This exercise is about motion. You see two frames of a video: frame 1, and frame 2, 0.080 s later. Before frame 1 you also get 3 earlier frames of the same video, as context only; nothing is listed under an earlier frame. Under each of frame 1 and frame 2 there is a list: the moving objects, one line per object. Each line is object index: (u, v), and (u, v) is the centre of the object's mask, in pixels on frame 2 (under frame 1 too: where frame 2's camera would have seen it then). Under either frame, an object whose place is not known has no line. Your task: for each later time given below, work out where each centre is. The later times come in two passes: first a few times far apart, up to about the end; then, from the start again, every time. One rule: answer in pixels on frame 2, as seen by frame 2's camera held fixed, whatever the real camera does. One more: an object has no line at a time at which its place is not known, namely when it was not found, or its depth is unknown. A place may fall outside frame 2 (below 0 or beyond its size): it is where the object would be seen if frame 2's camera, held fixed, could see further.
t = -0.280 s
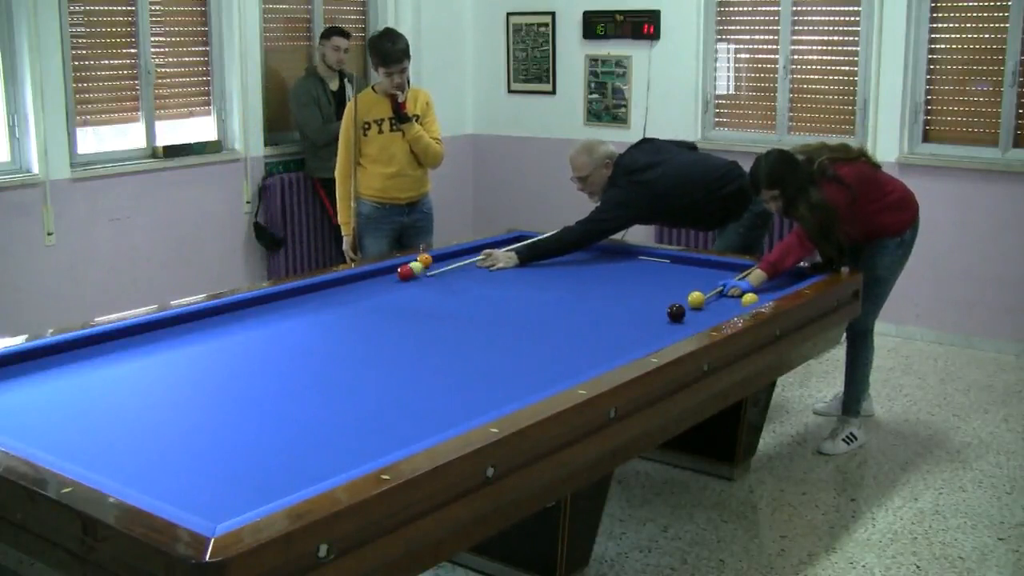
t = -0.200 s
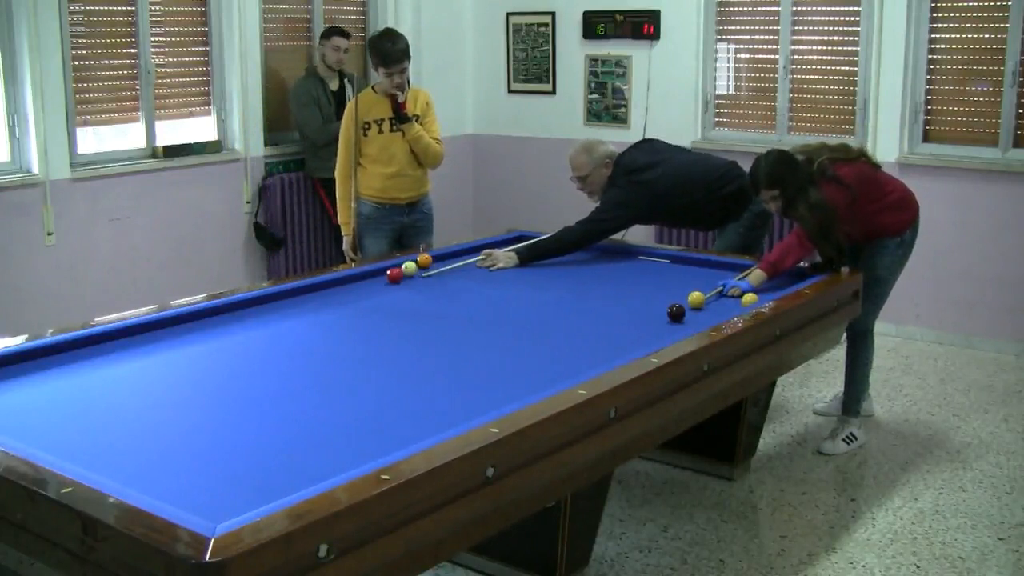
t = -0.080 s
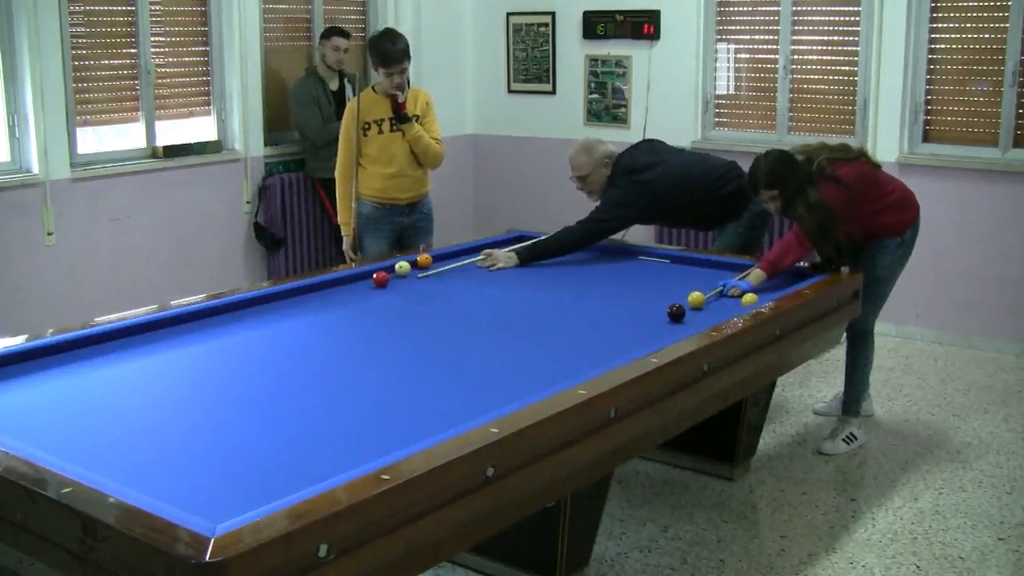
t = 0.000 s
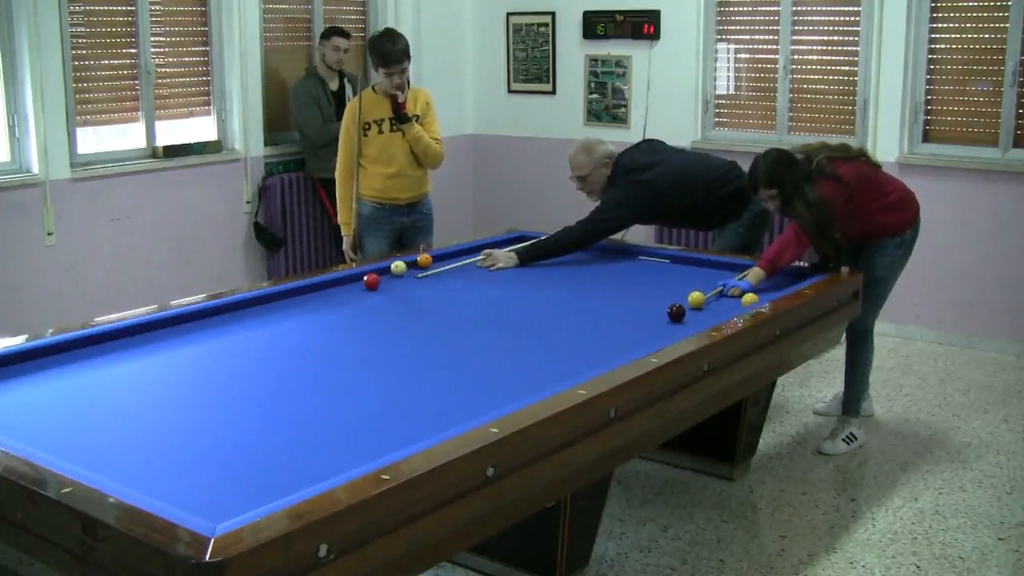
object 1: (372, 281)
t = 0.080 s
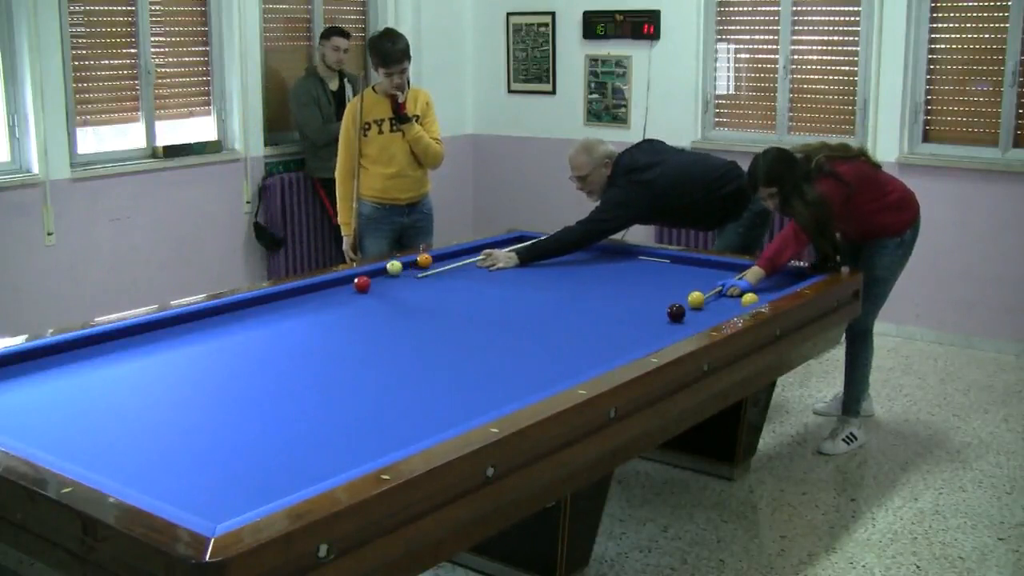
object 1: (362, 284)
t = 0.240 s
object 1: (343, 289)
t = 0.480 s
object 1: (313, 297)
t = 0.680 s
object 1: (288, 303)
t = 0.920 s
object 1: (256, 312)
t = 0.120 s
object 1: (357, 285)
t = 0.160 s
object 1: (353, 286)
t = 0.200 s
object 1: (348, 288)
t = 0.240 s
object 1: (343, 289)
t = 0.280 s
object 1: (338, 290)
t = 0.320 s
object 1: (333, 292)
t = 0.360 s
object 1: (328, 293)
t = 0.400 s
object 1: (323, 294)
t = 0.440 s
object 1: (318, 296)
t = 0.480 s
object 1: (313, 297)
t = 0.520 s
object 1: (308, 298)
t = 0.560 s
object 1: (303, 299)
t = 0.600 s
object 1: (298, 301)
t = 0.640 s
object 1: (293, 302)
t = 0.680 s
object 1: (288, 303)
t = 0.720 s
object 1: (283, 305)
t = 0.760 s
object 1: (277, 307)
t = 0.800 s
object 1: (272, 308)
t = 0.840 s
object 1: (267, 309)
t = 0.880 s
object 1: (261, 311)
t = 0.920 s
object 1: (256, 312)
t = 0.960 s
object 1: (250, 314)
